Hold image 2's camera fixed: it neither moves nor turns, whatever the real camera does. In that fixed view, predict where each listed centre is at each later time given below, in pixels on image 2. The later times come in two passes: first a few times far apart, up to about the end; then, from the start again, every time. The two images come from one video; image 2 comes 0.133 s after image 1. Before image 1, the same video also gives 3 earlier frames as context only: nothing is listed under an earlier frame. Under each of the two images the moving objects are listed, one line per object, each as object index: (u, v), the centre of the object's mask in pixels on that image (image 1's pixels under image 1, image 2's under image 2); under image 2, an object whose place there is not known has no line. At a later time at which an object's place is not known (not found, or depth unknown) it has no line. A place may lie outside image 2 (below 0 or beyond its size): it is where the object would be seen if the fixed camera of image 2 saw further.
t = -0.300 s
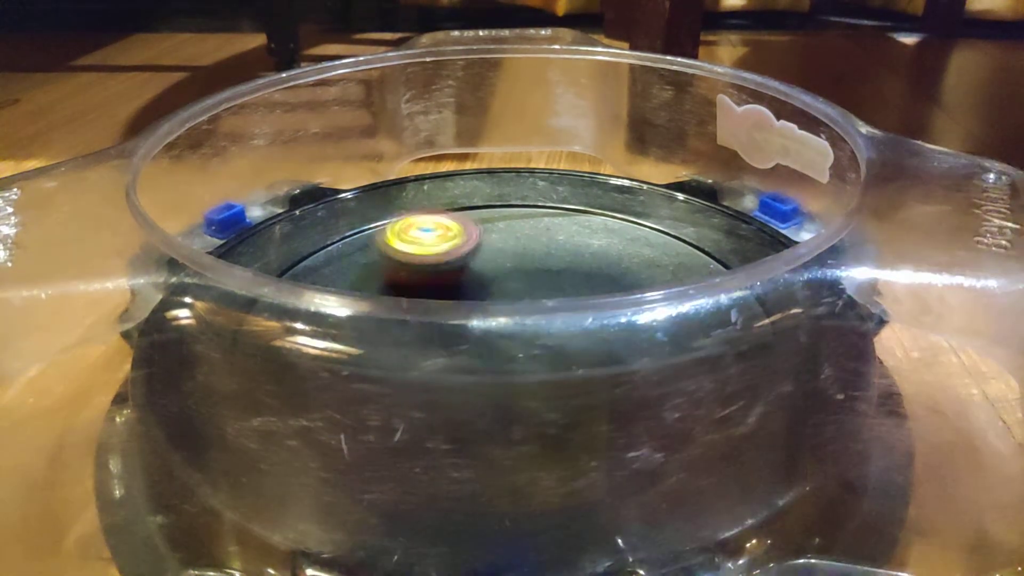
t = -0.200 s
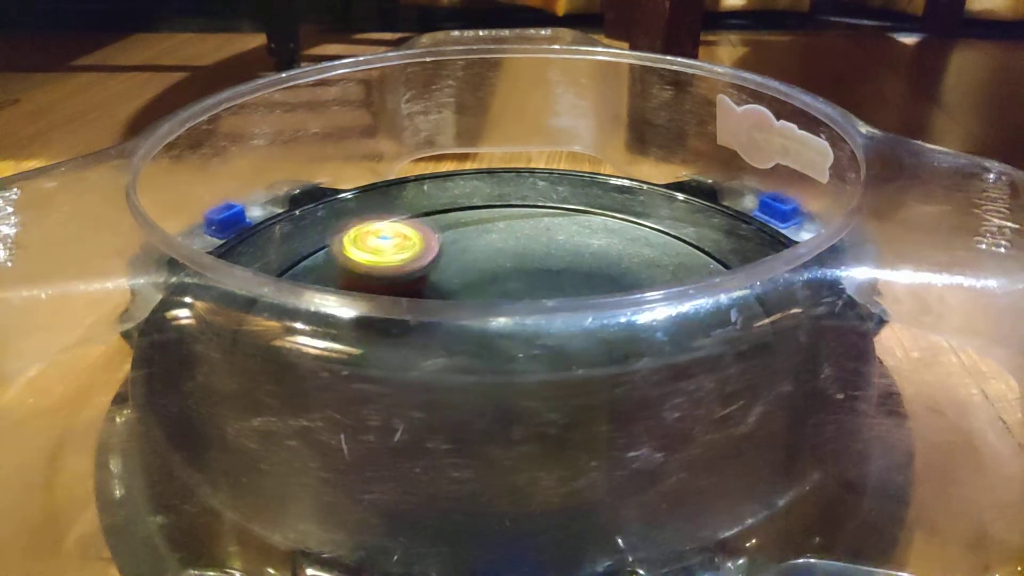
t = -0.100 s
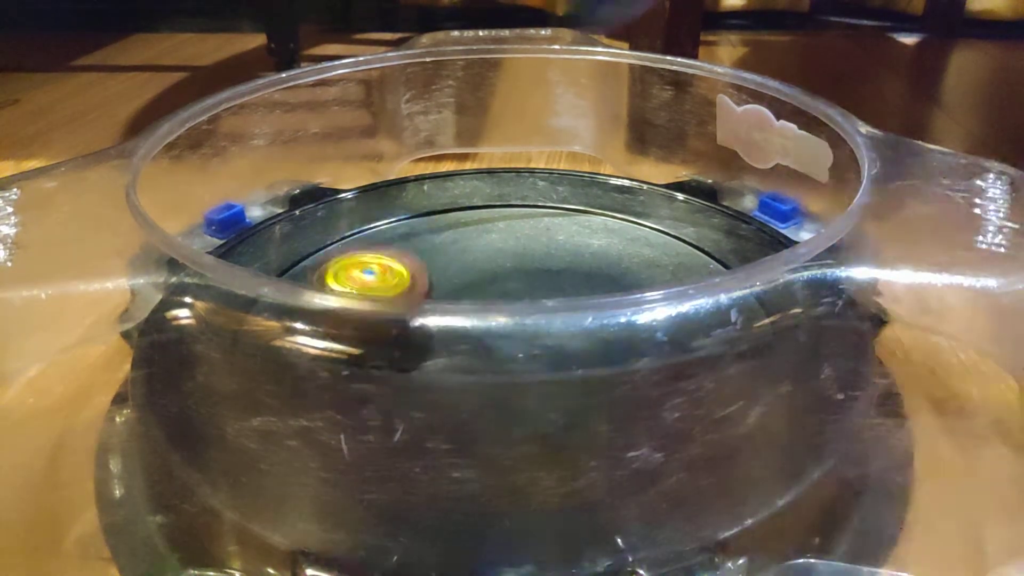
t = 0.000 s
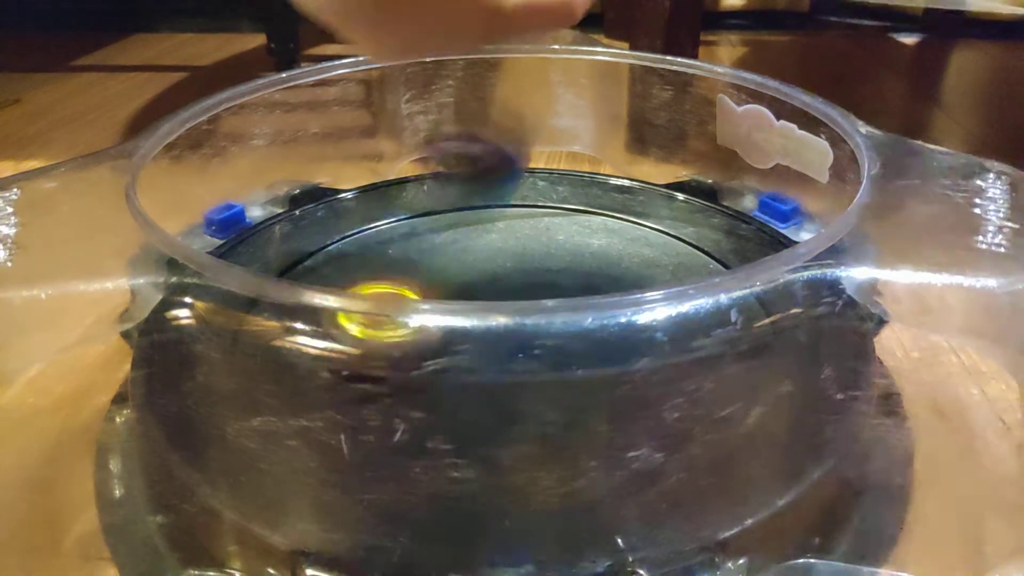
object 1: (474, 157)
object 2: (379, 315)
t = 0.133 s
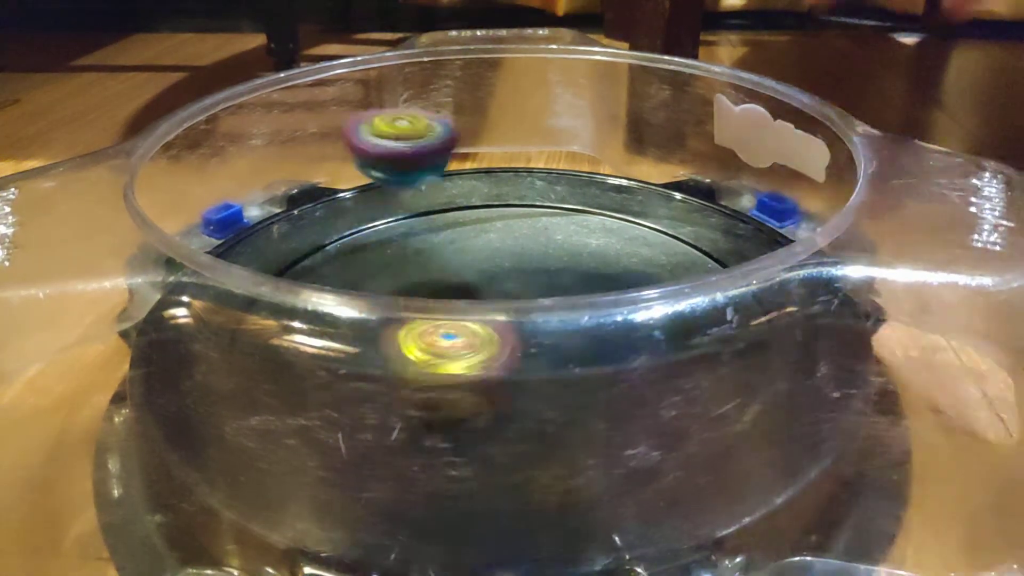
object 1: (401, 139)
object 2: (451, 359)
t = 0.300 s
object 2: (577, 353)
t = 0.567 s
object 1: (428, 351)
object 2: (599, 253)
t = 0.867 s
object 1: (626, 317)
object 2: (507, 244)
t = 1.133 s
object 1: (612, 263)
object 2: (467, 259)
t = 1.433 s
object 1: (572, 250)
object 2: (452, 349)
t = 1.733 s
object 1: (490, 279)
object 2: (624, 357)
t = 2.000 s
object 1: (464, 352)
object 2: (535, 269)
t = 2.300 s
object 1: (587, 337)
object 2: (388, 281)
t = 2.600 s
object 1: (511, 278)
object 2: (495, 381)
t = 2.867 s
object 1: (443, 200)
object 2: (582, 387)
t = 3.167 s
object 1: (401, 273)
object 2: (576, 333)
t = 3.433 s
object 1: (362, 273)
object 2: (631, 332)
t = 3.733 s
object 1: (236, 210)
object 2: (897, 277)
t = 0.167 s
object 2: (472, 362)
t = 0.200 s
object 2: (504, 350)
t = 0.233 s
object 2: (531, 363)
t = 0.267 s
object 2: (557, 351)
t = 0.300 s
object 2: (577, 353)
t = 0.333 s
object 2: (588, 330)
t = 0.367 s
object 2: (595, 312)
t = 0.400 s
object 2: (599, 276)
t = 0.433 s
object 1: (392, 280)
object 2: (605, 271)
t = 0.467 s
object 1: (396, 297)
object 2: (606, 267)
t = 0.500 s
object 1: (403, 326)
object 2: (605, 261)
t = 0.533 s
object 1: (412, 345)
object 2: (601, 256)
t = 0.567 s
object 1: (428, 351)
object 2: (599, 253)
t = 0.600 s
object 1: (448, 358)
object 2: (595, 250)
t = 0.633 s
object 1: (469, 360)
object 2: (588, 242)
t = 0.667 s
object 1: (493, 362)
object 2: (580, 237)
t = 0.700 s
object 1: (519, 360)
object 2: (569, 233)
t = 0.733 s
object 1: (546, 352)
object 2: (555, 230)
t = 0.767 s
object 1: (572, 346)
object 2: (543, 231)
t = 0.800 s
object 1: (596, 342)
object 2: (529, 236)
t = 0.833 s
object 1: (615, 338)
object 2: (517, 242)
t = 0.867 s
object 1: (626, 317)
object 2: (507, 244)
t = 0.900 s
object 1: (630, 311)
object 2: (498, 247)
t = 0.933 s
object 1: (626, 277)
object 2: (488, 249)
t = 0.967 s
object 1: (629, 274)
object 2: (480, 252)
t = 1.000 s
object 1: (630, 271)
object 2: (475, 255)
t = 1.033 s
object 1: (627, 270)
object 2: (470, 255)
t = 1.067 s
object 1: (624, 267)
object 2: (467, 256)
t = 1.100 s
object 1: (619, 265)
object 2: (466, 257)
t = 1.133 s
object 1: (612, 263)
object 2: (467, 259)
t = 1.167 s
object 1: (603, 261)
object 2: (468, 260)
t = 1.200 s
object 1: (594, 258)
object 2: (467, 262)
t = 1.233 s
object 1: (584, 255)
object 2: (465, 267)
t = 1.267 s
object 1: (584, 253)
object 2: (455, 273)
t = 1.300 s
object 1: (584, 251)
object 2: (447, 278)
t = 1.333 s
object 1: (582, 250)
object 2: (447, 282)
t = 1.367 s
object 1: (578, 250)
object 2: (450, 286)
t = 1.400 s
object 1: (576, 250)
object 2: (450, 324)
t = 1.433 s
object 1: (572, 250)
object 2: (452, 349)
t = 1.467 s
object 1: (568, 251)
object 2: (462, 371)
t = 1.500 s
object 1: (563, 254)
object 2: (473, 377)
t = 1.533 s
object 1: (557, 257)
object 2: (492, 383)
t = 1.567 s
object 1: (550, 260)
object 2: (515, 382)
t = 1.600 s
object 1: (541, 264)
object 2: (542, 379)
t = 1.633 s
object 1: (531, 268)
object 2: (565, 378)
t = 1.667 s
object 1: (520, 272)
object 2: (588, 378)
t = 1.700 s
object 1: (505, 277)
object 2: (609, 367)
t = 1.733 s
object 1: (490, 279)
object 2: (624, 357)
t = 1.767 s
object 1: (476, 280)
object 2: (628, 351)
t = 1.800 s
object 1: (467, 283)
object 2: (625, 324)
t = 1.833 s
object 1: (462, 283)
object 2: (615, 279)
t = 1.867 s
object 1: (456, 301)
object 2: (605, 275)
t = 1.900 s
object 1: (453, 326)
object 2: (592, 274)
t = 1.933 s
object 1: (453, 329)
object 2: (576, 271)
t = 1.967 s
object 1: (458, 347)
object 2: (557, 270)
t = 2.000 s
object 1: (464, 352)
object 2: (535, 269)
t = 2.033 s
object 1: (472, 360)
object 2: (514, 268)
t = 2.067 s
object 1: (486, 363)
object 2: (488, 269)
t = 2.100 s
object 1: (503, 364)
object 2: (461, 271)
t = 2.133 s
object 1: (521, 365)
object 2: (440, 273)
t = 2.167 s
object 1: (538, 362)
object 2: (422, 275)
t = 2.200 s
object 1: (554, 357)
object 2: (409, 276)
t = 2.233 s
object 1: (567, 349)
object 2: (398, 277)
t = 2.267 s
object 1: (579, 343)
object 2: (391, 279)
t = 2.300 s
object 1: (587, 337)
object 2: (388, 281)
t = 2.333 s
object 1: (590, 325)
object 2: (388, 283)
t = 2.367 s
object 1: (591, 315)
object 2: (382, 297)
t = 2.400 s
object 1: (584, 297)
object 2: (381, 323)
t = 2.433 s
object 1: (576, 284)
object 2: (384, 343)
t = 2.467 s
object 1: (565, 282)
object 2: (398, 347)
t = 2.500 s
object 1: (552, 281)
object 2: (418, 353)
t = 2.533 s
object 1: (540, 280)
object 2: (439, 358)
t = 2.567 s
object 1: (526, 280)
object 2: (468, 375)
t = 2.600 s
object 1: (511, 278)
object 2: (495, 381)
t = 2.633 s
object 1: (503, 268)
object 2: (512, 394)
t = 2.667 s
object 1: (493, 250)
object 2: (529, 397)
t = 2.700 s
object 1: (485, 236)
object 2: (544, 397)
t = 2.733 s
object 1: (476, 225)
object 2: (557, 399)
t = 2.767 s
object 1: (468, 212)
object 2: (565, 398)
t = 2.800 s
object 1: (460, 207)
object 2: (572, 394)
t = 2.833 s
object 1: (451, 202)
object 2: (576, 390)
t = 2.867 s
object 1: (443, 200)
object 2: (582, 387)
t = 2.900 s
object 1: (434, 200)
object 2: (586, 381)
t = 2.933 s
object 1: (428, 207)
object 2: (589, 368)
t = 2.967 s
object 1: (423, 215)
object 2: (588, 359)
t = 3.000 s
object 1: (420, 225)
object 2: (583, 358)
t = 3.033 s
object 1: (421, 240)
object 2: (576, 347)
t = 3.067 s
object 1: (424, 255)
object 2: (573, 341)
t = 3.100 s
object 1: (427, 267)
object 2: (563, 331)
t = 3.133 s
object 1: (426, 273)
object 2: (557, 327)
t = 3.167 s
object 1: (401, 273)
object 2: (576, 333)
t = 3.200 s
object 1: (377, 271)
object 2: (592, 339)
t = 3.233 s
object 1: (357, 268)
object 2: (608, 342)
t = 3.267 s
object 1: (344, 266)
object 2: (622, 346)
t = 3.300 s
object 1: (336, 264)
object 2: (628, 347)
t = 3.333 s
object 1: (335, 264)
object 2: (633, 346)
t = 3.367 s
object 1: (338, 266)
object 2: (634, 342)
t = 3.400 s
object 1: (348, 269)
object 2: (634, 338)
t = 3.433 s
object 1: (362, 273)
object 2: (631, 332)
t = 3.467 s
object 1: (381, 276)
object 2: (622, 319)
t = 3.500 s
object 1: (398, 278)
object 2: (617, 278)
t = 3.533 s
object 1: (417, 280)
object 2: (612, 278)
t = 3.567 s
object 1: (434, 281)
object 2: (603, 278)
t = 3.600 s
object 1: (454, 281)
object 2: (589, 280)
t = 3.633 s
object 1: (419, 276)
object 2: (626, 277)
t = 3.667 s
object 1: (336, 261)
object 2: (750, 311)
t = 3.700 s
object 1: (273, 234)
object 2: (825, 288)
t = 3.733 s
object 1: (236, 210)
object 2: (897, 277)
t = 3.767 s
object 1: (262, 227)
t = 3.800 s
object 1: (293, 250)
